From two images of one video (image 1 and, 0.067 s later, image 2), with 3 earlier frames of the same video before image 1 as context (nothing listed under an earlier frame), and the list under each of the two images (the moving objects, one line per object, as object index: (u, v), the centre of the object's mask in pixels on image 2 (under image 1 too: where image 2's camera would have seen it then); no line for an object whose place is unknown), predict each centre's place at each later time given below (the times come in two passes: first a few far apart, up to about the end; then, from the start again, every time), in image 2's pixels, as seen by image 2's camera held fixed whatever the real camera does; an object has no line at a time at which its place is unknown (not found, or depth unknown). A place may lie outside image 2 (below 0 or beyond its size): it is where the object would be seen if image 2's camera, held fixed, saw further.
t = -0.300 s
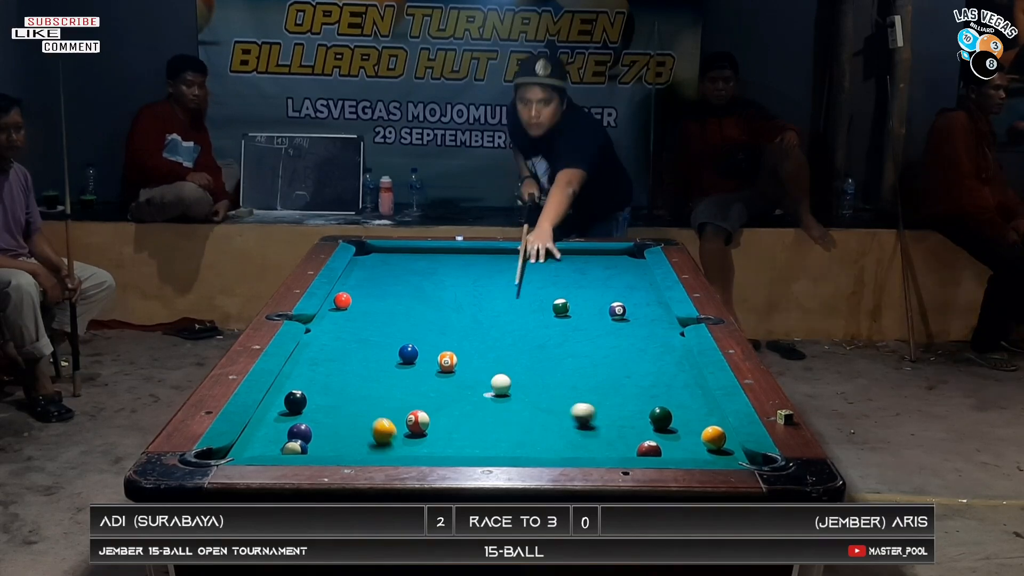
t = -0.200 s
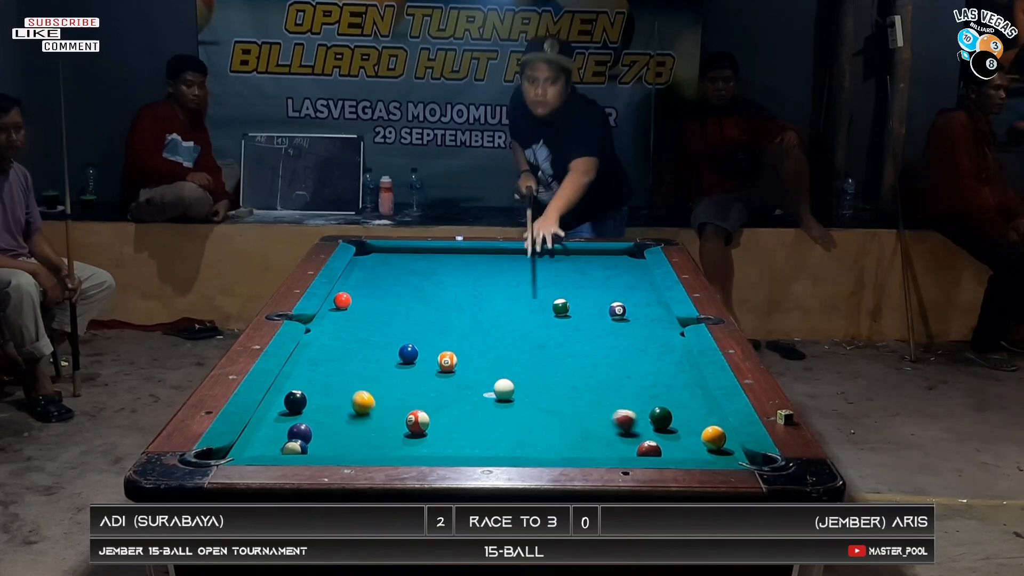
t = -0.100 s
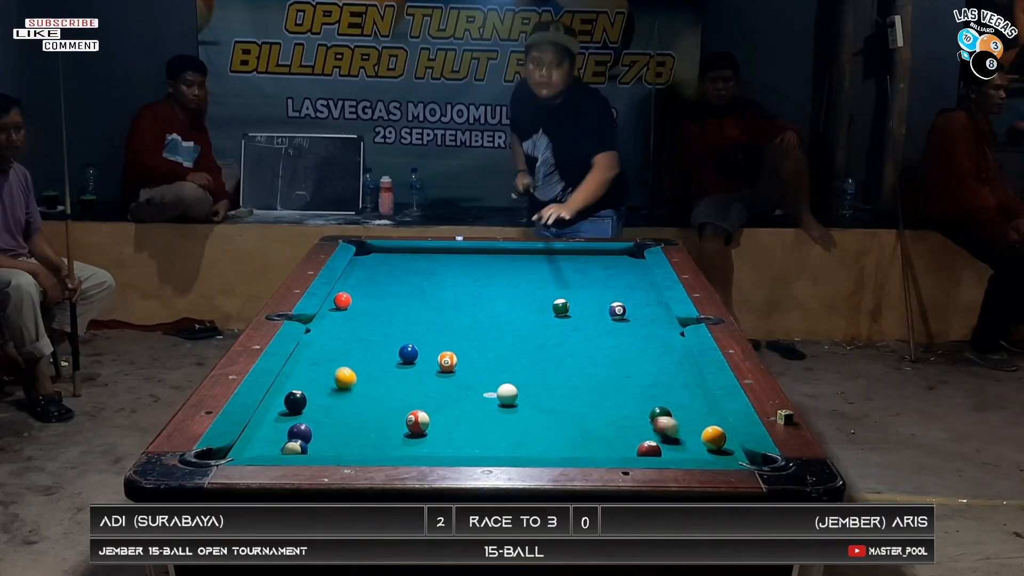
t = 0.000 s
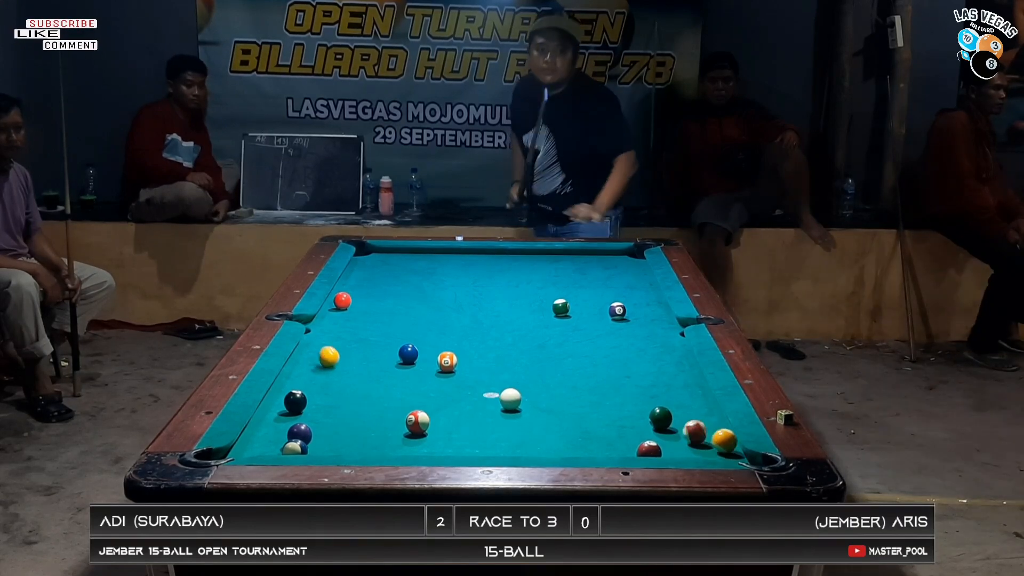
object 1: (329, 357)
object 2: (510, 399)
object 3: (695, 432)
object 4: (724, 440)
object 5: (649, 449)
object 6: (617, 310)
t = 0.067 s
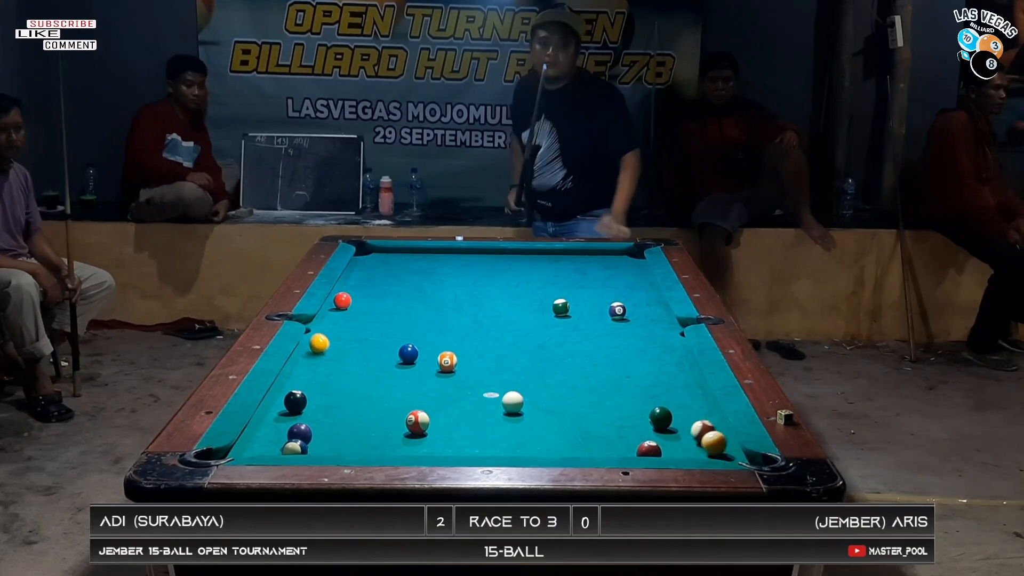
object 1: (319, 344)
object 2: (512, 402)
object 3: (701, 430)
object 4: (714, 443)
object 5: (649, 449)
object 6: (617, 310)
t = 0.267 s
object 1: (345, 315)
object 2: (519, 411)
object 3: (715, 432)
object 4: (684, 448)
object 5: (649, 449)
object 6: (617, 310)
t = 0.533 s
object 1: (391, 285)
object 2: (527, 423)
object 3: (695, 432)
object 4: (670, 452)
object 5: (628, 450)
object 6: (617, 310)
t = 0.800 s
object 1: (428, 261)
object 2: (536, 434)
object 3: (680, 431)
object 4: (664, 451)
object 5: (605, 451)
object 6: (617, 310)
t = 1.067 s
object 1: (463, 255)
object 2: (544, 444)
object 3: (668, 431)
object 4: (660, 451)
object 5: (585, 452)
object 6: (617, 310)
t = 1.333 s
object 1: (505, 270)
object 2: (550, 449)
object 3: (661, 431)
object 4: (660, 451)
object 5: (575, 451)
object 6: (617, 310)
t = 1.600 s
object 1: (550, 285)
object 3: (659, 430)
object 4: (661, 451)
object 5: (577, 451)
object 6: (617, 310)
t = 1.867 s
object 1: (597, 301)
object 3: (660, 430)
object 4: (661, 451)
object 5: (577, 451)
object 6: (617, 310)
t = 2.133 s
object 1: (634, 307)
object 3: (660, 430)
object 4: (661, 451)
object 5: (577, 451)
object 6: (628, 320)
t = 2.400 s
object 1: (663, 312)
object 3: (661, 430)
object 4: (661, 450)
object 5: (577, 451)
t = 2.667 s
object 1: (649, 314)
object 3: (660, 430)
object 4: (661, 450)
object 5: (577, 451)
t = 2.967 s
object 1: (634, 316)
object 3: (660, 430)
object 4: (661, 450)
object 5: (577, 451)
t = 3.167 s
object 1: (626, 317)
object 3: (660, 430)
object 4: (661, 450)
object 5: (577, 451)
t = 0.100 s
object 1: (314, 338)
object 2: (514, 404)
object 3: (707, 428)
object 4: (709, 444)
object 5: (649, 449)
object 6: (617, 310)
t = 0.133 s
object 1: (317, 332)
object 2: (515, 405)
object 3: (713, 429)
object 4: (704, 445)
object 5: (649, 449)
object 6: (617, 310)
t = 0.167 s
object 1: (325, 328)
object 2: (516, 407)
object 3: (717, 432)
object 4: (699, 446)
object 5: (649, 449)
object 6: (617, 310)
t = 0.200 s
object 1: (332, 323)
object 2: (517, 408)
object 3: (720, 432)
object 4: (694, 447)
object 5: (649, 449)
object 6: (617, 310)
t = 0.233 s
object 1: (339, 319)
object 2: (518, 410)
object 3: (718, 432)
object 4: (689, 447)
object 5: (649, 449)
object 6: (617, 310)
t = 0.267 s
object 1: (345, 315)
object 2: (519, 411)
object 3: (715, 432)
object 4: (684, 448)
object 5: (649, 449)
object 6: (617, 310)
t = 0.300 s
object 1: (351, 311)
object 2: (520, 413)
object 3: (713, 432)
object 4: (679, 449)
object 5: (649, 449)
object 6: (617, 310)
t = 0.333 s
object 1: (358, 307)
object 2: (521, 414)
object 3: (710, 432)
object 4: (674, 449)
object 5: (649, 449)
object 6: (617, 310)
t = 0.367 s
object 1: (364, 303)
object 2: (522, 416)
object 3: (707, 432)
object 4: (673, 450)
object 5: (645, 449)
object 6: (617, 310)
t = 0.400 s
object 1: (370, 299)
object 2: (523, 417)
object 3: (705, 432)
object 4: (673, 450)
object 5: (641, 449)
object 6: (617, 310)
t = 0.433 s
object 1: (375, 295)
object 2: (524, 419)
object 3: (702, 432)
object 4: (672, 451)
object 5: (638, 450)
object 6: (617, 310)
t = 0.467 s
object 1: (381, 292)
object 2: (525, 420)
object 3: (700, 432)
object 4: (672, 451)
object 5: (635, 450)
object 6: (617, 310)
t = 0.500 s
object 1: (386, 288)
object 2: (526, 422)
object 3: (698, 432)
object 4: (671, 451)
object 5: (631, 450)
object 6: (617, 310)
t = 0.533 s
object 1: (391, 285)
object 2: (527, 423)
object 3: (695, 432)
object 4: (670, 452)
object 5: (628, 450)
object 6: (617, 310)
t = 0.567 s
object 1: (396, 282)
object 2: (528, 425)
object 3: (693, 432)
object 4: (669, 452)
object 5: (625, 450)
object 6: (617, 310)
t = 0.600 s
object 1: (401, 278)
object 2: (529, 426)
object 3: (691, 432)
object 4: (669, 452)
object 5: (622, 450)
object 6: (617, 310)
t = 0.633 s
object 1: (406, 276)
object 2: (530, 427)
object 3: (689, 432)
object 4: (668, 452)
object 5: (619, 450)
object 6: (617, 310)
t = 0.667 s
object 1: (410, 272)
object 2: (531, 429)
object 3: (687, 431)
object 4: (667, 452)
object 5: (616, 450)
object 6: (617, 310)
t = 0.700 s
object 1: (415, 269)
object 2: (532, 430)
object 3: (686, 431)
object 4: (666, 452)
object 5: (613, 450)
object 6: (617, 310)
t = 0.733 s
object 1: (419, 267)
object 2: (534, 432)
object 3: (683, 431)
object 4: (665, 452)
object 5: (610, 450)
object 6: (617, 310)
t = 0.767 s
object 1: (423, 264)
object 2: (534, 433)
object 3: (681, 431)
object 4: (664, 451)
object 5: (608, 451)
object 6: (617, 310)
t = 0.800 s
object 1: (428, 261)
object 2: (536, 434)
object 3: (680, 431)
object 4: (664, 451)
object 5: (605, 451)
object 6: (617, 310)
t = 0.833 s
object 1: (431, 258)
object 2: (537, 436)
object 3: (678, 432)
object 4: (663, 451)
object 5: (602, 451)
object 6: (617, 310)
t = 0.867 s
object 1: (435, 256)
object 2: (538, 437)
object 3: (676, 431)
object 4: (663, 451)
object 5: (600, 451)
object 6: (617, 310)
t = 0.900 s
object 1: (439, 253)
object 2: (539, 438)
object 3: (675, 431)
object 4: (662, 451)
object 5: (597, 451)
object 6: (617, 310)
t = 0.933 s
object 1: (443, 251)
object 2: (540, 439)
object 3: (673, 431)
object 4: (661, 451)
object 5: (595, 451)
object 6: (617, 310)
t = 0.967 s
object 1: (447, 249)
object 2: (541, 441)
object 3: (672, 431)
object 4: (661, 451)
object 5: (592, 451)
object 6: (617, 310)
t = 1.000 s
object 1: (452, 252)
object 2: (542, 442)
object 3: (671, 431)
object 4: (660, 451)
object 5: (590, 451)
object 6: (617, 310)
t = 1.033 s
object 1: (458, 254)
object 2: (543, 443)
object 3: (669, 431)
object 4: (660, 451)
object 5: (587, 452)
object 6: (617, 310)
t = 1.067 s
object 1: (463, 255)
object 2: (544, 444)
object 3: (668, 431)
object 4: (660, 451)
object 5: (585, 452)
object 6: (617, 310)
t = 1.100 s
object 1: (468, 257)
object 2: (545, 445)
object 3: (667, 431)
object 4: (659, 451)
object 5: (583, 452)
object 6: (617, 310)
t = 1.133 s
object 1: (473, 259)
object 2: (547, 446)
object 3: (666, 431)
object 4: (659, 451)
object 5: (582, 451)
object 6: (617, 310)
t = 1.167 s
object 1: (478, 261)
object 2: (548, 447)
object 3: (665, 431)
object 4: (659, 451)
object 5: (580, 451)
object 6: (617, 310)
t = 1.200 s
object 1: (484, 262)
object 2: (549, 447)
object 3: (665, 431)
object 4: (659, 451)
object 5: (578, 451)
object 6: (617, 310)
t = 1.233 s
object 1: (489, 264)
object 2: (550, 448)
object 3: (664, 431)
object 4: (659, 451)
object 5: (576, 451)
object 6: (617, 310)
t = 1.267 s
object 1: (494, 266)
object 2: (551, 448)
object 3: (663, 431)
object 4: (660, 451)
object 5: (575, 451)
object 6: (617, 310)
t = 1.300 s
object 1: (500, 268)
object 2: (551, 449)
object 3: (662, 430)
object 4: (660, 451)
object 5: (575, 451)
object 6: (617, 310)
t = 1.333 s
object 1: (505, 270)
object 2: (550, 449)
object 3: (661, 431)
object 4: (660, 451)
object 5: (575, 451)
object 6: (617, 310)
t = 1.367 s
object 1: (511, 272)
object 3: (661, 431)
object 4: (660, 451)
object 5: (575, 451)
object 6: (617, 310)
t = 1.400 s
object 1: (516, 273)
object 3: (660, 431)
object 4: (660, 451)
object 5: (576, 451)
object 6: (617, 310)
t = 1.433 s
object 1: (522, 275)
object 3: (660, 430)
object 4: (661, 451)
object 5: (576, 451)
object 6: (617, 310)
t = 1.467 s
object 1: (527, 277)
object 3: (659, 430)
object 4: (661, 451)
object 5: (576, 451)
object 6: (617, 310)
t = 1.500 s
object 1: (533, 279)
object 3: (659, 430)
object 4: (661, 451)
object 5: (577, 451)
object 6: (617, 310)
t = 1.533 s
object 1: (538, 281)
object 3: (659, 430)
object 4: (661, 451)
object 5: (577, 451)
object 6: (617, 310)
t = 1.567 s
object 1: (544, 283)
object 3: (659, 430)
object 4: (661, 451)
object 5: (577, 451)
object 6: (617, 310)
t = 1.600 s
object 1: (550, 285)
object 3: (659, 430)
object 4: (661, 451)
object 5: (577, 451)
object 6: (617, 310)
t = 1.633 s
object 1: (556, 287)
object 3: (659, 430)
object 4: (661, 451)
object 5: (577, 451)
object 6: (617, 310)
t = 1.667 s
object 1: (561, 289)
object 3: (660, 430)
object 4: (661, 451)
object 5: (577, 451)
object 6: (617, 310)
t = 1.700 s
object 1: (567, 291)
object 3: (660, 430)
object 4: (661, 451)
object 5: (577, 451)
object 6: (617, 310)
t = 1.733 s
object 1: (573, 293)
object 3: (660, 430)
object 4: (661, 451)
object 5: (577, 451)
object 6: (617, 310)
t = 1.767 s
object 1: (579, 295)
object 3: (660, 430)
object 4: (661, 451)
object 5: (577, 451)
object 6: (617, 310)
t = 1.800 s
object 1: (585, 297)
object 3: (660, 430)
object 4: (661, 451)
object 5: (577, 451)
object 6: (617, 310)
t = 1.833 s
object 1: (591, 299)
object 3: (660, 430)
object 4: (661, 451)
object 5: (577, 451)
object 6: (617, 310)
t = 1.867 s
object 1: (597, 301)
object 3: (660, 430)
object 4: (661, 451)
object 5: (577, 451)
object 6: (617, 310)
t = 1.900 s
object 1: (602, 303)
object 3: (660, 430)
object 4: (661, 451)
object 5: (577, 451)
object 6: (617, 310)
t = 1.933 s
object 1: (607, 304)
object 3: (661, 430)
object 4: (661, 451)
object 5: (577, 451)
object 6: (618, 311)
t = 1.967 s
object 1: (612, 303)
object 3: (660, 430)
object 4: (661, 451)
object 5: (577, 451)
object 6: (618, 312)
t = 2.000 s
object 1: (617, 303)
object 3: (660, 430)
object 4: (661, 451)
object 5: (577, 451)
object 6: (621, 314)
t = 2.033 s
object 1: (622, 304)
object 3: (660, 430)
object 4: (661, 451)
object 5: (577, 451)
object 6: (622, 315)
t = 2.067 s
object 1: (626, 305)
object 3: (660, 430)
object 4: (661, 451)
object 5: (577, 451)
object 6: (624, 317)
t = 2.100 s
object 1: (630, 306)
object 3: (660, 430)
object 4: (661, 451)
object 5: (577, 451)
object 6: (626, 318)
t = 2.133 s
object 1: (634, 307)
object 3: (660, 430)
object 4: (661, 451)
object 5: (577, 451)
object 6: (628, 320)
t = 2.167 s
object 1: (638, 308)
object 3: (660, 430)
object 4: (661, 451)
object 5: (577, 451)
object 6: (630, 321)
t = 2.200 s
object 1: (642, 309)
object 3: (660, 430)
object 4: (661, 451)
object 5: (577, 451)
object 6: (632, 323)
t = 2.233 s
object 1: (645, 310)
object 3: (661, 430)
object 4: (661, 450)
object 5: (577, 451)
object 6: (634, 324)
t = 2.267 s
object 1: (649, 310)
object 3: (661, 430)
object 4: (661, 450)
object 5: (577, 451)
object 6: (636, 326)
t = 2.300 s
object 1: (653, 311)
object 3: (660, 430)
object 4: (661, 450)
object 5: (577, 451)
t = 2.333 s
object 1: (656, 311)
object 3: (661, 430)
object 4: (661, 450)
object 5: (577, 451)
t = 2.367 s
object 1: (660, 311)
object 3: (661, 430)
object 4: (661, 450)
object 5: (577, 451)
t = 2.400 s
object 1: (663, 312)
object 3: (661, 430)
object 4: (661, 450)
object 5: (577, 451)
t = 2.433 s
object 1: (662, 313)
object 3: (661, 430)
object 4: (661, 450)
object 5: (577, 451)
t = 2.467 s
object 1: (660, 313)
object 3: (661, 430)
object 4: (661, 450)
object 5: (577, 451)
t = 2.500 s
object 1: (658, 313)
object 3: (661, 430)
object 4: (661, 450)
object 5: (577, 451)
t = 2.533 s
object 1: (656, 313)
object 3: (661, 430)
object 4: (661, 450)
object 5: (577, 451)
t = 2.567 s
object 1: (654, 314)
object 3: (661, 430)
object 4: (661, 450)
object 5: (577, 451)
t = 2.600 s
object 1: (652, 314)
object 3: (661, 430)
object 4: (661, 450)
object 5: (577, 451)
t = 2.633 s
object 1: (651, 314)
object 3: (660, 430)
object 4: (661, 450)
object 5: (577, 451)
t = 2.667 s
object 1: (649, 314)
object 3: (660, 430)
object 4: (661, 450)
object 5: (577, 451)
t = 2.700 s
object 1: (647, 315)
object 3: (661, 430)
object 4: (661, 450)
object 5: (577, 451)
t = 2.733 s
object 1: (645, 315)
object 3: (660, 430)
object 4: (661, 450)
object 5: (577, 451)
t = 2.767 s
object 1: (644, 315)
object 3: (661, 430)
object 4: (661, 450)
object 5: (577, 451)
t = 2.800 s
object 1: (642, 315)
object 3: (661, 430)
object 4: (661, 451)
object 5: (577, 451)
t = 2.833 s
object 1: (640, 315)
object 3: (661, 430)
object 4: (661, 451)
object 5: (577, 451)
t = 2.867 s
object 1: (639, 316)
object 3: (660, 430)
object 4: (661, 450)
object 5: (577, 451)
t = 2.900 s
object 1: (637, 316)
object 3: (660, 430)
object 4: (661, 451)
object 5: (577, 451)
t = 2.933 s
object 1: (636, 316)
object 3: (660, 430)
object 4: (661, 450)
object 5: (577, 451)
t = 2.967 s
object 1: (634, 316)
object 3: (660, 430)
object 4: (661, 450)
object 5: (577, 451)
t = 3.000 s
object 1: (633, 316)
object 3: (660, 430)
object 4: (661, 450)
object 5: (577, 451)
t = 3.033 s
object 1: (631, 317)
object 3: (660, 430)
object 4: (661, 450)
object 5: (577, 451)
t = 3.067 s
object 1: (630, 317)
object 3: (660, 430)
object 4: (661, 450)
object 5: (577, 451)
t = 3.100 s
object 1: (629, 317)
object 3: (660, 430)
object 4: (661, 451)
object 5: (577, 451)
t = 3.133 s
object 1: (628, 317)
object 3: (660, 430)
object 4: (661, 451)
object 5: (577, 451)
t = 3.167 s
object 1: (626, 317)
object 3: (660, 430)
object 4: (661, 450)
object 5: (577, 451)
